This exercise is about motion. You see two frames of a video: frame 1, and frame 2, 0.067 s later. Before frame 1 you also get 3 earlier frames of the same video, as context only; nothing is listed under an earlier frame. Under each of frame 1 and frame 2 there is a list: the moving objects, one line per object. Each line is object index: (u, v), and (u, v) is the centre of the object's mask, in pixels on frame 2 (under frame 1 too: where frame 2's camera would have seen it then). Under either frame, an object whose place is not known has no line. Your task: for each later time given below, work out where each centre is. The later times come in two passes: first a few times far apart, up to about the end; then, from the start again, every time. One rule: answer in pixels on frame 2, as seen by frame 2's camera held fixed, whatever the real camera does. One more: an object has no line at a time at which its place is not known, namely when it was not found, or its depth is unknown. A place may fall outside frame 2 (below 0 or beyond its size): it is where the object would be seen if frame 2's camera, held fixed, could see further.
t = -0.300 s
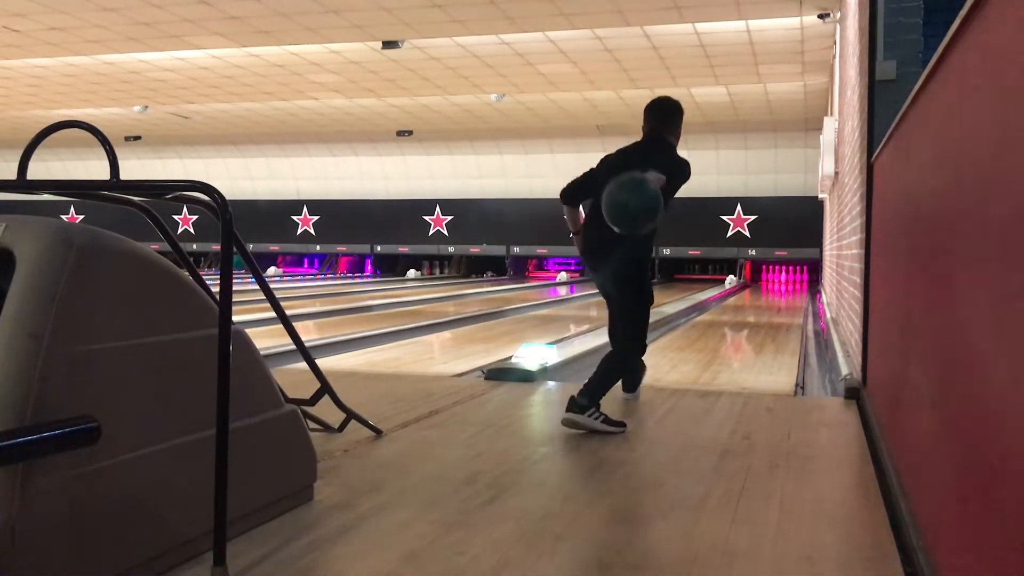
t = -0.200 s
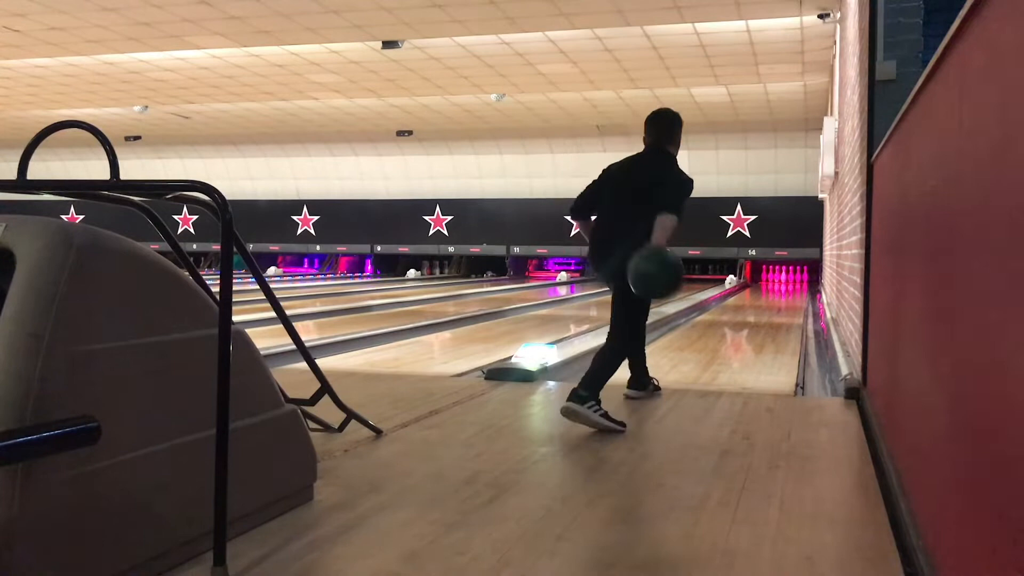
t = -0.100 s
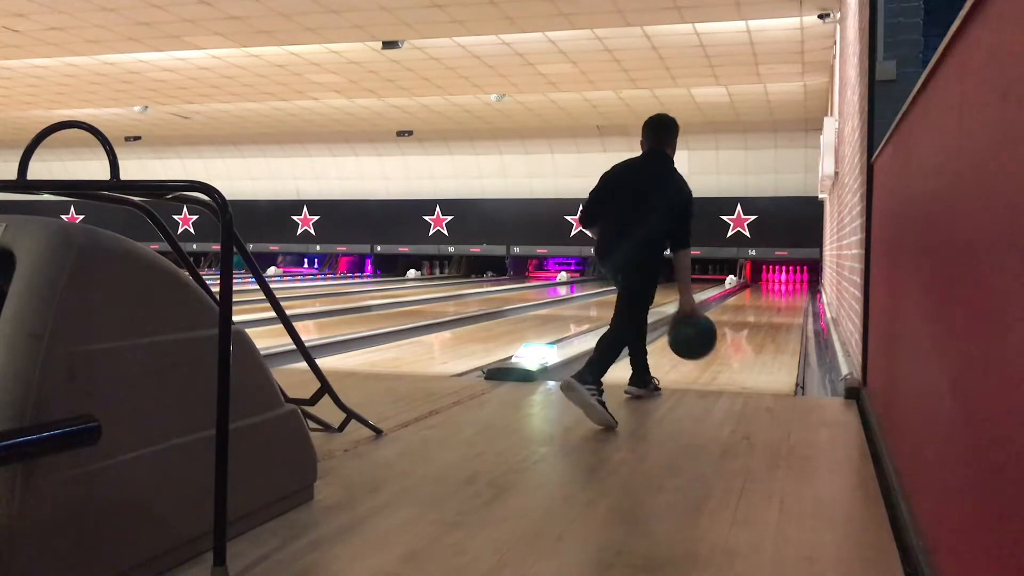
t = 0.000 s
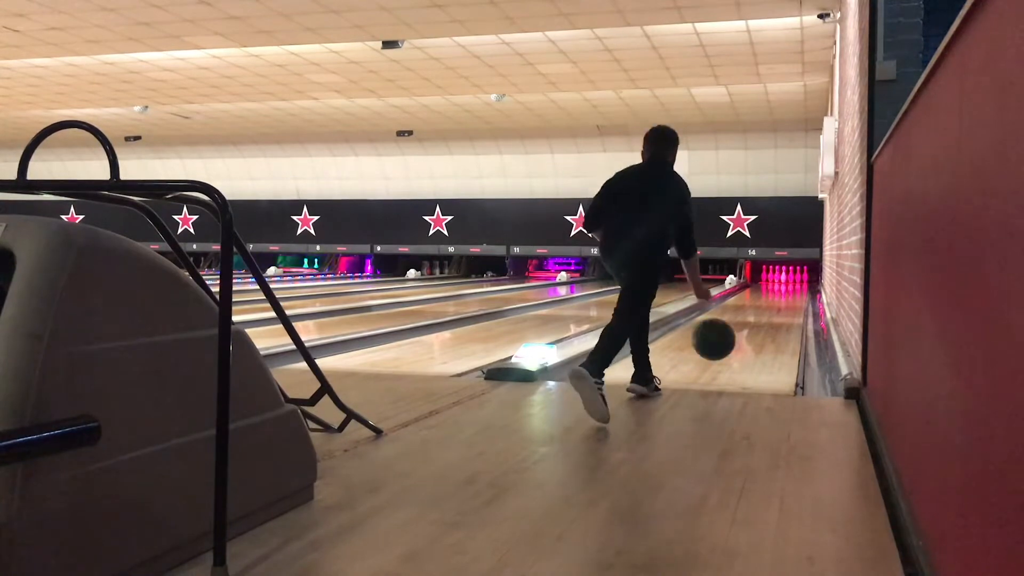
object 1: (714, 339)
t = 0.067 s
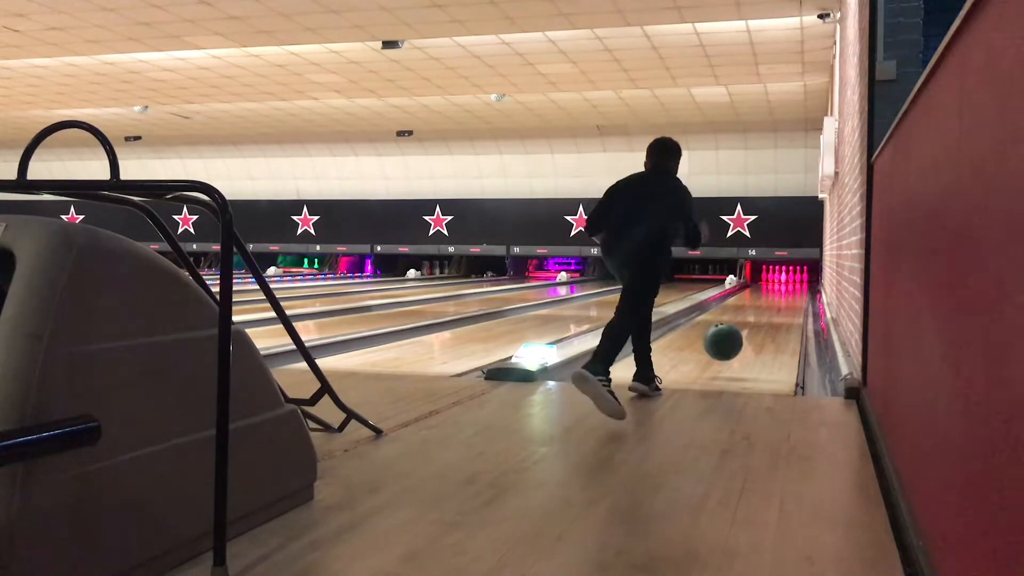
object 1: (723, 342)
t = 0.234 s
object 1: (739, 343)
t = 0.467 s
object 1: (755, 323)
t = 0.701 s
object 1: (765, 311)
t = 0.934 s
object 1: (771, 304)
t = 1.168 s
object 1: (776, 298)
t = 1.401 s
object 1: (779, 293)
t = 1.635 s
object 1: (780, 290)
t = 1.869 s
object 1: (782, 286)
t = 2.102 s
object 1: (783, 284)
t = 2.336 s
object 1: (784, 282)
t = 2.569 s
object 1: (784, 281)
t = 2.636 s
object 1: (784, 280)
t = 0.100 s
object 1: (727, 345)
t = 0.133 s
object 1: (730, 350)
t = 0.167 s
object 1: (733, 347)
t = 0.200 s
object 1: (736, 344)
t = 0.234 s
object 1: (739, 343)
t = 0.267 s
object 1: (742, 337)
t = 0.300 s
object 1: (745, 335)
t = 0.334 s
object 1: (747, 332)
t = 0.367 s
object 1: (750, 329)
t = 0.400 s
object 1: (751, 327)
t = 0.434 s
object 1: (753, 325)
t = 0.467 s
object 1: (755, 323)
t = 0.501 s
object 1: (757, 321)
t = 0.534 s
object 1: (758, 319)
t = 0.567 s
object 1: (760, 317)
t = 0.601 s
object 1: (761, 316)
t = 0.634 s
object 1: (762, 314)
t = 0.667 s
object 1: (764, 312)
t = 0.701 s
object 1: (765, 311)
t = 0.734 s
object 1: (767, 310)
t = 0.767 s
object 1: (767, 309)
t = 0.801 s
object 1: (768, 308)
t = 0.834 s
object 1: (769, 307)
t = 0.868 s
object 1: (770, 305)
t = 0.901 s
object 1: (771, 305)
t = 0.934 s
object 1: (771, 304)
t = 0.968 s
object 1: (772, 303)
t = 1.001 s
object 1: (773, 302)
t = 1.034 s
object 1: (774, 301)
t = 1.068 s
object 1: (774, 300)
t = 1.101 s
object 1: (775, 299)
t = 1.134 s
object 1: (775, 298)
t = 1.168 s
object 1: (776, 298)
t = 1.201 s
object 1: (776, 297)
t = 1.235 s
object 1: (776, 296)
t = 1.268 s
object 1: (777, 296)
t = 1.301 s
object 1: (777, 295)
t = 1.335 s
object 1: (778, 294)
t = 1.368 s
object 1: (778, 293)
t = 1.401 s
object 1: (779, 293)
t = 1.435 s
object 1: (779, 292)
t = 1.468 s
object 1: (779, 292)
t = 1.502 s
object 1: (780, 291)
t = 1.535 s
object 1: (779, 291)
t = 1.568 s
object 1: (780, 290)
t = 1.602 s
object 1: (781, 290)
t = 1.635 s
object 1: (780, 290)
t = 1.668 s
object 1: (780, 289)
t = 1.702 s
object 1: (781, 288)
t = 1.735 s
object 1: (781, 288)
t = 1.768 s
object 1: (781, 288)
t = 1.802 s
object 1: (781, 287)
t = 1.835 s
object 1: (782, 287)
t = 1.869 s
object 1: (782, 286)
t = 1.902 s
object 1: (782, 286)
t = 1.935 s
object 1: (782, 286)
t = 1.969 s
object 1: (783, 285)
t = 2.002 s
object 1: (783, 285)
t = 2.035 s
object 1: (783, 285)
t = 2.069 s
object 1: (783, 284)
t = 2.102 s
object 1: (783, 284)
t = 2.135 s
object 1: (783, 284)
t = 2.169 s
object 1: (783, 283)
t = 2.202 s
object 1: (783, 283)
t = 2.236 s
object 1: (783, 282)
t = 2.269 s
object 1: (784, 282)
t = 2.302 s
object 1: (783, 282)
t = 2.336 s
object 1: (784, 282)
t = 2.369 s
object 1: (783, 281)
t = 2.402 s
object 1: (784, 282)
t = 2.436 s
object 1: (783, 281)
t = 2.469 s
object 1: (783, 281)
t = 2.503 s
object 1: (784, 281)
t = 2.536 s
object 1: (783, 281)
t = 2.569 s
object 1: (784, 281)
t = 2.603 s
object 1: (783, 282)
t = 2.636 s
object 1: (784, 280)
